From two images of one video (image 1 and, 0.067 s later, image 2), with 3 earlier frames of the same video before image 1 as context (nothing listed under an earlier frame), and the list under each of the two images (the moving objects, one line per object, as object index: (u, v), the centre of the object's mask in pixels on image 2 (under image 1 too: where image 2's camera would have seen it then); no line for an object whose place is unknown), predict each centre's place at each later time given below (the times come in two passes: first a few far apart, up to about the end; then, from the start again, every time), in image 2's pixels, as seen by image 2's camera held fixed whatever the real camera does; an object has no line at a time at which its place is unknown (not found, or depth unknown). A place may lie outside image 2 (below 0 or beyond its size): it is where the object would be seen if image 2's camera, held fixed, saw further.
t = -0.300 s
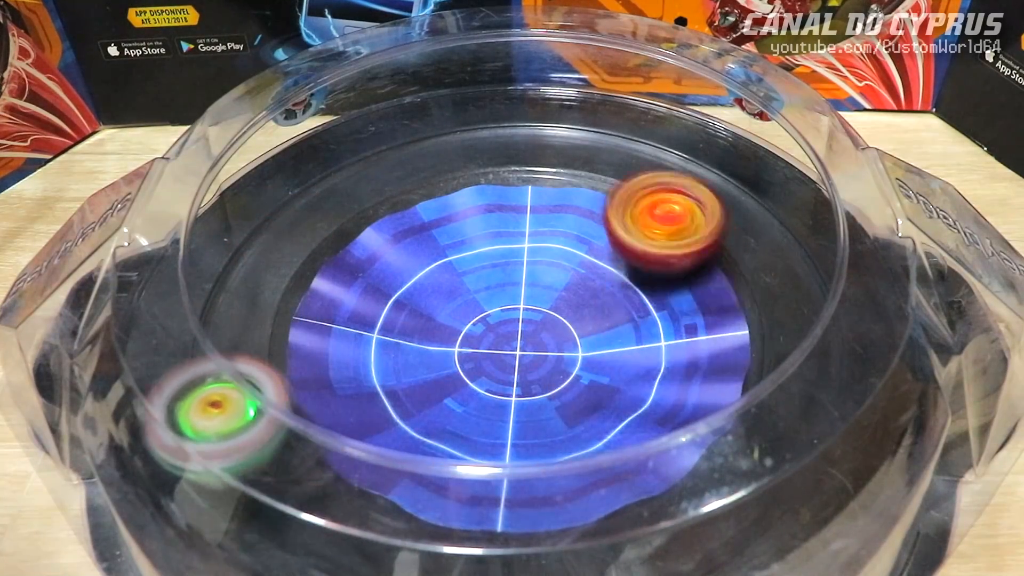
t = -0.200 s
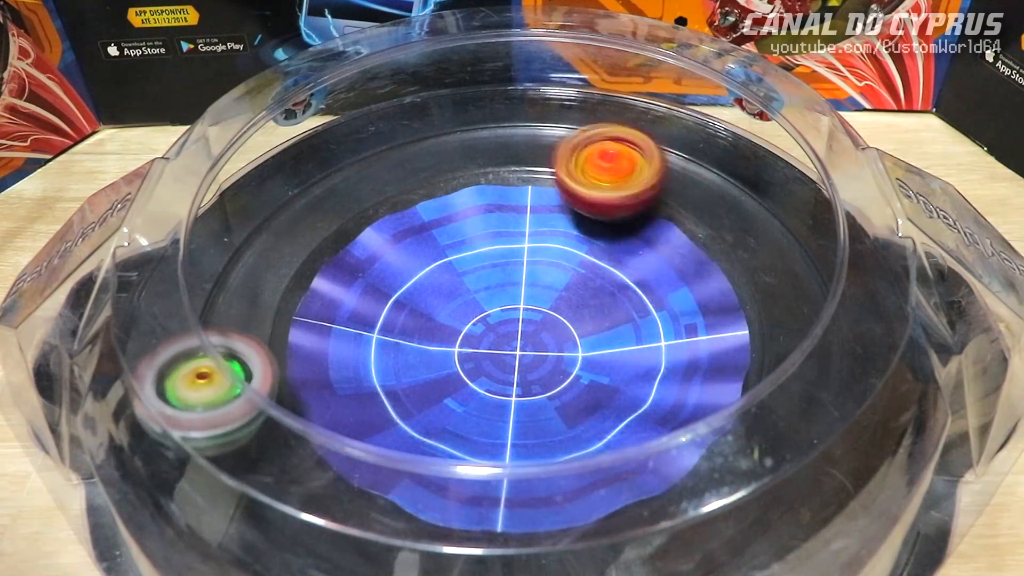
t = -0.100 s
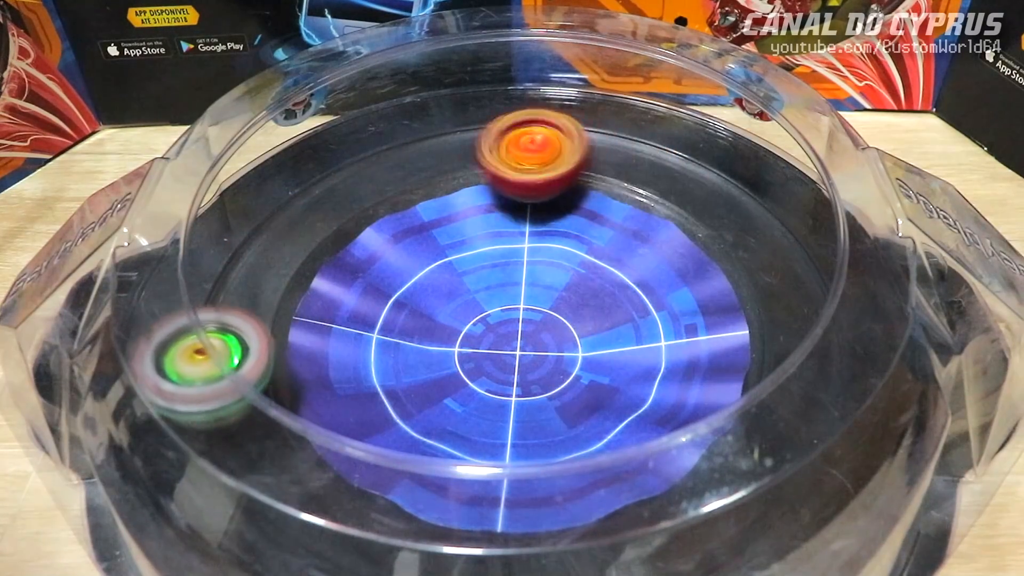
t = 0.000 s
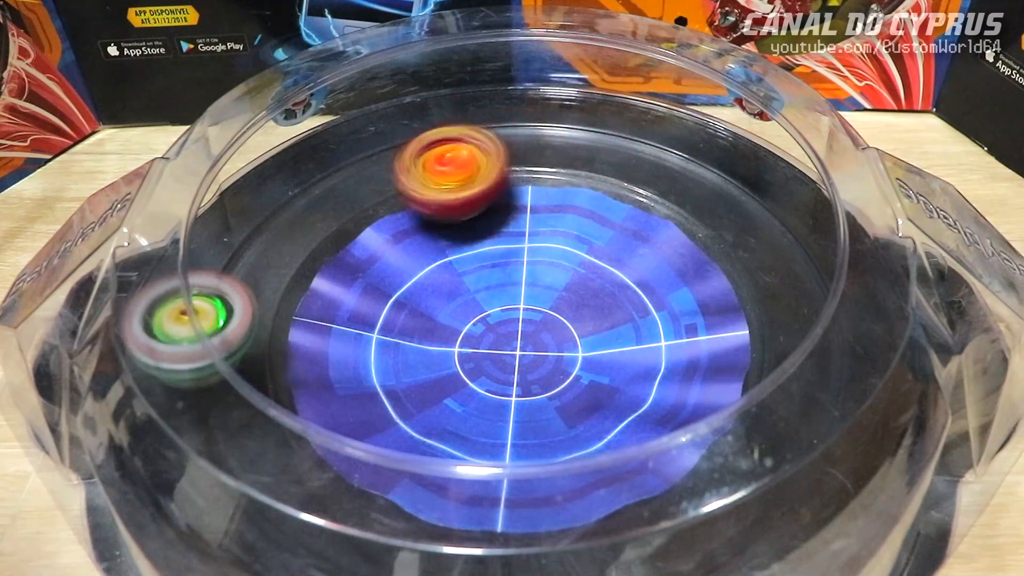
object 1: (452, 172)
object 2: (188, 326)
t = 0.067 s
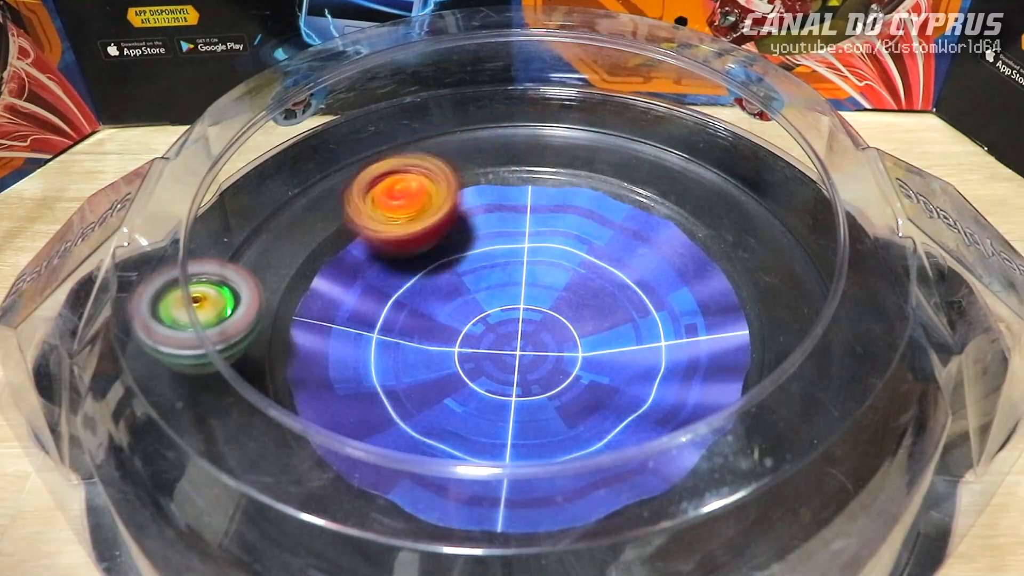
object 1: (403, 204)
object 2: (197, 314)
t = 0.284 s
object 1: (403, 386)
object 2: (214, 253)
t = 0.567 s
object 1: (715, 351)
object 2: (266, 189)
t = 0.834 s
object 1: (652, 208)
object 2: (334, 138)
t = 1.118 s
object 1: (382, 267)
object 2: (414, 108)
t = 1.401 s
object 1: (473, 462)
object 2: (502, 98)
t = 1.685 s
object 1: (684, 350)
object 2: (586, 102)
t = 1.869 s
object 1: (591, 234)
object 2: (650, 121)
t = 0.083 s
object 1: (394, 213)
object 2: (199, 311)
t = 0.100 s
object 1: (384, 225)
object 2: (200, 307)
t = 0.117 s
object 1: (376, 238)
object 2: (201, 303)
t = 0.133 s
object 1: (370, 250)
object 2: (202, 298)
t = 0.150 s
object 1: (364, 264)
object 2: (203, 292)
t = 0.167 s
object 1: (361, 280)
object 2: (204, 286)
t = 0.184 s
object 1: (360, 295)
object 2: (204, 280)
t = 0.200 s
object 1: (361, 310)
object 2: (205, 274)
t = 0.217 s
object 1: (364, 326)
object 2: (206, 268)
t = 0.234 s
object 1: (369, 342)
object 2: (207, 263)
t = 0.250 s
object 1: (378, 358)
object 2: (208, 258)
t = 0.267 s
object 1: (389, 371)
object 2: (211, 255)
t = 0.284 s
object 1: (403, 386)
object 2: (214, 253)
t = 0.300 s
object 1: (418, 395)
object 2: (217, 252)
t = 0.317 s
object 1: (439, 404)
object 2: (219, 250)
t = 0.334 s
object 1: (457, 409)
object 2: (222, 248)
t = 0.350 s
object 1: (478, 413)
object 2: (225, 245)
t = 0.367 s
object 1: (500, 418)
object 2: (227, 241)
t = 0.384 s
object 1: (525, 418)
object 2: (230, 237)
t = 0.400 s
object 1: (544, 417)
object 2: (238, 232)
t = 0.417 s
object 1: (566, 416)
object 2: (240, 228)
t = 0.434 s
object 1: (588, 412)
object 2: (243, 222)
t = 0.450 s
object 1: (609, 407)
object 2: (245, 216)
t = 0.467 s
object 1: (627, 403)
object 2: (249, 211)
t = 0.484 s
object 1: (645, 396)
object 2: (251, 205)
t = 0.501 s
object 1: (664, 388)
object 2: (254, 200)
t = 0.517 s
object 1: (678, 381)
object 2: (256, 195)
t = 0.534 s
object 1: (692, 371)
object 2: (259, 192)
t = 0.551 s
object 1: (705, 361)
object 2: (263, 190)
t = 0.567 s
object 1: (715, 351)
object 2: (266, 189)
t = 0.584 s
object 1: (724, 340)
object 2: (269, 188)
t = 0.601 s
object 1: (730, 331)
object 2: (271, 187)
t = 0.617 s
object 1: (735, 321)
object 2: (274, 185)
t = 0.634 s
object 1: (737, 309)
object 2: (278, 182)
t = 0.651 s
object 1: (736, 297)
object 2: (281, 179)
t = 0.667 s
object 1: (735, 287)
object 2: (286, 176)
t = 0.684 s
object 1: (731, 276)
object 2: (291, 172)
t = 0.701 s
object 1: (727, 267)
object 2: (295, 169)
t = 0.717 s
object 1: (722, 259)
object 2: (300, 165)
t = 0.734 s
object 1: (714, 249)
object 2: (305, 160)
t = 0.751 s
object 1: (707, 241)
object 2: (310, 156)
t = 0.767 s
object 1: (698, 232)
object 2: (315, 152)
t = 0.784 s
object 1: (688, 225)
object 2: (320, 148)
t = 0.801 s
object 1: (677, 219)
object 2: (325, 144)
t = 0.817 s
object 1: (665, 212)
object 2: (329, 141)
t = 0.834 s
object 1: (652, 208)
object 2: (334, 138)
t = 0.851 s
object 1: (638, 203)
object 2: (338, 136)
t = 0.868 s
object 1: (623, 200)
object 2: (341, 135)
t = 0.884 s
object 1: (609, 197)
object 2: (345, 135)
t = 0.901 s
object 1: (592, 196)
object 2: (349, 134)
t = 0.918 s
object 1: (576, 195)
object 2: (352, 132)
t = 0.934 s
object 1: (559, 195)
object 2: (357, 131)
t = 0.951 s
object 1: (540, 197)
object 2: (362, 129)
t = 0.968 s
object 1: (523, 198)
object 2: (368, 126)
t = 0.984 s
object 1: (505, 201)
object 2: (373, 124)
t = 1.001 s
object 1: (487, 206)
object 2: (379, 122)
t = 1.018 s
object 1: (469, 211)
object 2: (384, 119)
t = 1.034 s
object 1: (454, 217)
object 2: (390, 117)
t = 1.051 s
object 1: (438, 225)
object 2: (395, 115)
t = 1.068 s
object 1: (421, 235)
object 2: (400, 113)
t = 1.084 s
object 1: (407, 244)
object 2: (406, 111)
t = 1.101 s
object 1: (394, 254)
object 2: (410, 109)
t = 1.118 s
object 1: (382, 267)
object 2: (414, 108)
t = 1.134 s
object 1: (373, 280)
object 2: (418, 108)
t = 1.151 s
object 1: (365, 293)
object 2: (421, 107)
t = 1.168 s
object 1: (356, 307)
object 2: (423, 107)
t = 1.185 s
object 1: (351, 323)
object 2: (427, 107)
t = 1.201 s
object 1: (349, 337)
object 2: (431, 106)
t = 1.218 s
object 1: (349, 352)
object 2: (436, 106)
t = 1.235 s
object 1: (350, 367)
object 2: (441, 105)
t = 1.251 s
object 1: (356, 378)
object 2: (447, 104)
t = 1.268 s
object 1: (362, 388)
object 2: (452, 104)
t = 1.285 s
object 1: (370, 397)
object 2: (459, 103)
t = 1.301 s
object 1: (378, 415)
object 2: (465, 102)
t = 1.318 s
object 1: (388, 426)
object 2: (472, 101)
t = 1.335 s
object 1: (403, 433)
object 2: (478, 100)
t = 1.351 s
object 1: (420, 445)
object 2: (484, 99)
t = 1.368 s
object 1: (436, 452)
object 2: (490, 99)
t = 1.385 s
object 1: (453, 459)
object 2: (495, 98)
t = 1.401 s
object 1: (473, 462)
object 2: (502, 98)
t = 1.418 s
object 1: (494, 463)
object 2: (508, 97)
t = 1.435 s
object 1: (512, 463)
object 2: (514, 97)
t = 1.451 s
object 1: (531, 463)
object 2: (521, 96)
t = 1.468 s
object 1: (552, 467)
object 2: (527, 96)
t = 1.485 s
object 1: (567, 464)
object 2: (533, 96)
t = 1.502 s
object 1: (584, 459)
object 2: (538, 96)
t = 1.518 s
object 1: (600, 453)
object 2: (544, 96)
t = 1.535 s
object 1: (612, 447)
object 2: (549, 96)
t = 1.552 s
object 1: (626, 438)
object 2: (553, 96)
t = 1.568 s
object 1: (639, 429)
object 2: (557, 96)
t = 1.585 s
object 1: (647, 416)
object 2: (560, 97)
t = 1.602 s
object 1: (655, 395)
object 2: (563, 98)
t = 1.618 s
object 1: (665, 387)
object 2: (567, 98)
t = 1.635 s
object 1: (671, 380)
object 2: (571, 99)
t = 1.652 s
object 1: (677, 371)
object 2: (576, 100)
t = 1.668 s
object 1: (683, 362)
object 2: (580, 101)
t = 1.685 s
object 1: (684, 350)
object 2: (586, 102)
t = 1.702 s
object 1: (684, 338)
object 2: (592, 104)
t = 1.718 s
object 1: (682, 326)
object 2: (598, 105)
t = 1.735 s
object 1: (677, 312)
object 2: (604, 107)
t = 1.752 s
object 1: (672, 301)
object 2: (610, 108)
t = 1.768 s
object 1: (666, 290)
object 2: (615, 110)
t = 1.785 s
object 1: (655, 278)
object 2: (621, 111)
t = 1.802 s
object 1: (645, 268)
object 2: (627, 113)
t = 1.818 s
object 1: (634, 259)
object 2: (633, 115)
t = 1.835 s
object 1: (619, 248)
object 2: (639, 117)
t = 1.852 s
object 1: (606, 241)
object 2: (645, 119)
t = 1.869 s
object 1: (591, 234)
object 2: (650, 121)
